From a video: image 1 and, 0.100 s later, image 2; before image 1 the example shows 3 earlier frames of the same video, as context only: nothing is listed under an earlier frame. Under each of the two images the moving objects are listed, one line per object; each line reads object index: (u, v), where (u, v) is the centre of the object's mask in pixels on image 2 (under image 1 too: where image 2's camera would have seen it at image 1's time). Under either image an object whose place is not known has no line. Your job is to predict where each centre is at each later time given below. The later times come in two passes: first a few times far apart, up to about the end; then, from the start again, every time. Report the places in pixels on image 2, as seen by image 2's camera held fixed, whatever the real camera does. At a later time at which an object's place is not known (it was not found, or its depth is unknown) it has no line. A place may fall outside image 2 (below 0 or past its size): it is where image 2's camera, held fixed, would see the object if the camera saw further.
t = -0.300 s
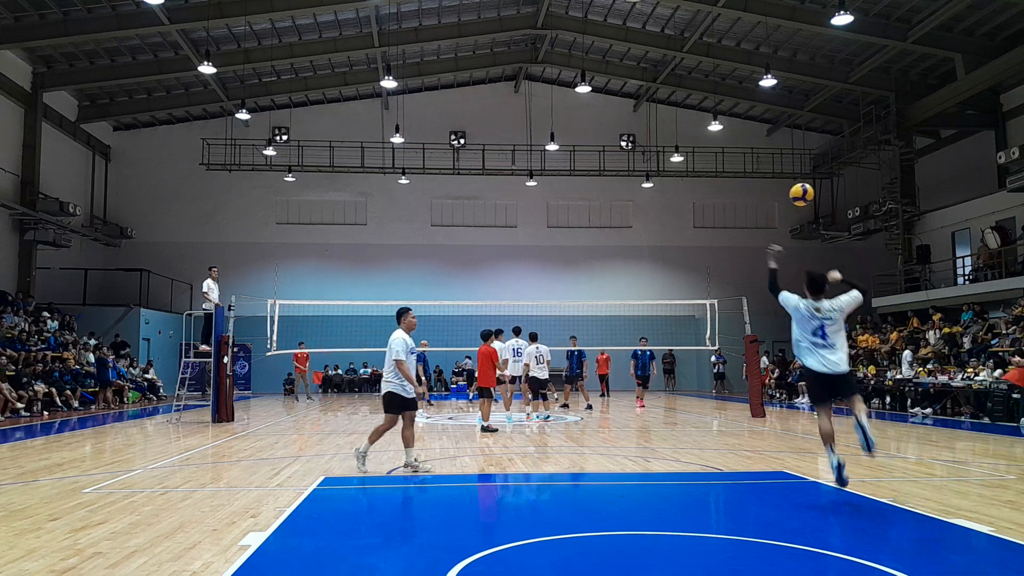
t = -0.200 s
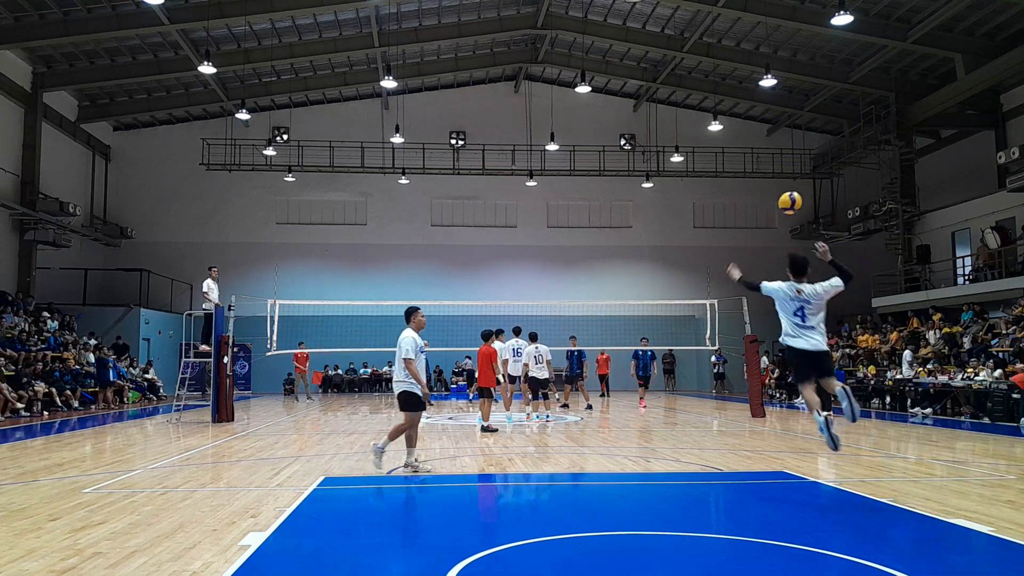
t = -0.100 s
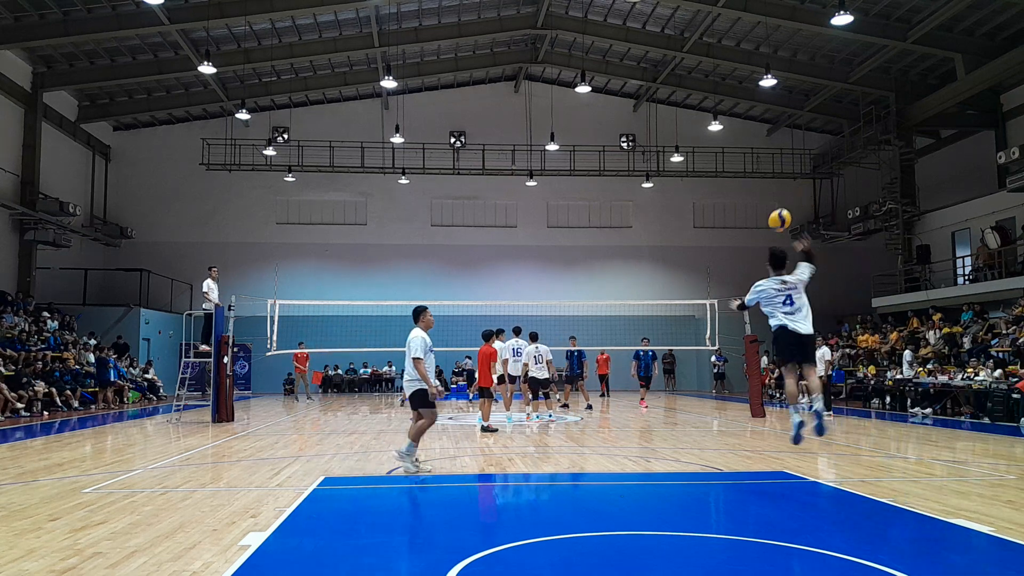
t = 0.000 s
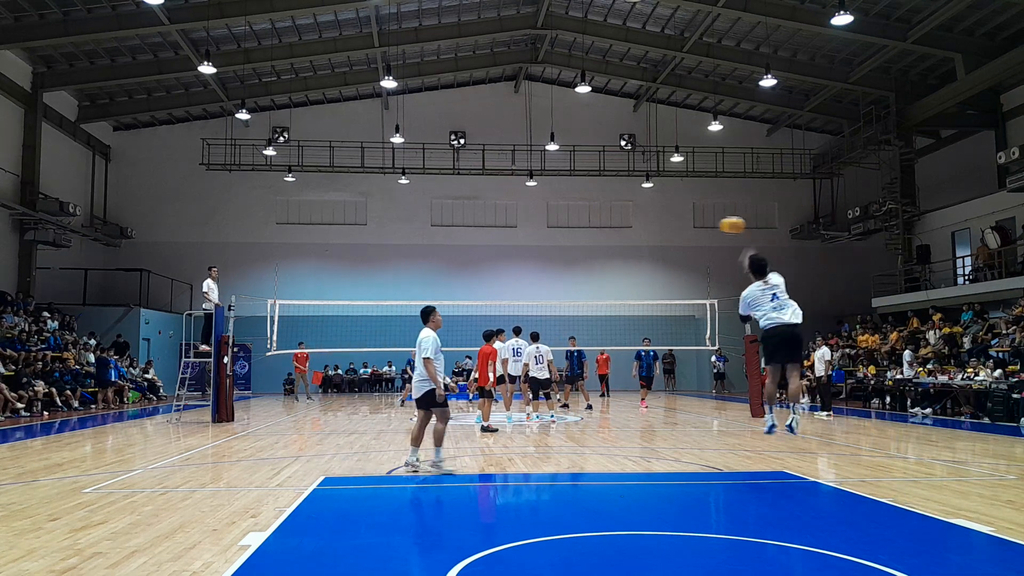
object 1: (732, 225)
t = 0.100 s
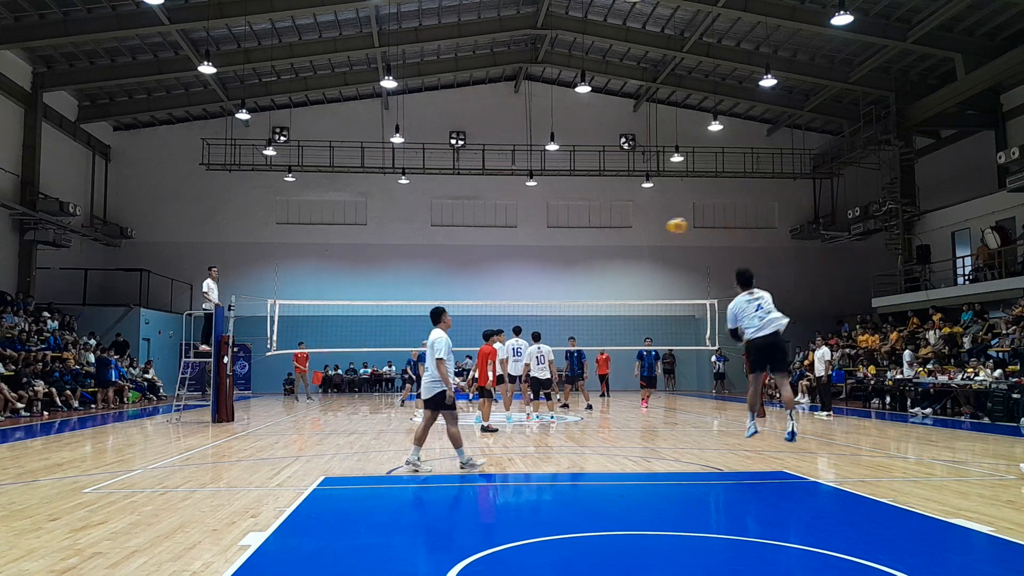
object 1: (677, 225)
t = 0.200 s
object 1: (639, 231)
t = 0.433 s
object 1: (585, 258)
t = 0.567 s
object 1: (565, 281)
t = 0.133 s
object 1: (663, 227)
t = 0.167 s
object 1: (650, 229)
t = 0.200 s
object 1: (639, 231)
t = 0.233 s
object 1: (628, 234)
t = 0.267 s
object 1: (619, 237)
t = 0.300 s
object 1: (612, 240)
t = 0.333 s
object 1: (604, 244)
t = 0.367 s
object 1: (597, 249)
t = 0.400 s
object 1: (590, 253)
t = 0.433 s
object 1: (585, 258)
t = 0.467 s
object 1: (580, 264)
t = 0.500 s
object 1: (575, 269)
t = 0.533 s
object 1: (570, 275)
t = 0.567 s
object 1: (565, 281)
